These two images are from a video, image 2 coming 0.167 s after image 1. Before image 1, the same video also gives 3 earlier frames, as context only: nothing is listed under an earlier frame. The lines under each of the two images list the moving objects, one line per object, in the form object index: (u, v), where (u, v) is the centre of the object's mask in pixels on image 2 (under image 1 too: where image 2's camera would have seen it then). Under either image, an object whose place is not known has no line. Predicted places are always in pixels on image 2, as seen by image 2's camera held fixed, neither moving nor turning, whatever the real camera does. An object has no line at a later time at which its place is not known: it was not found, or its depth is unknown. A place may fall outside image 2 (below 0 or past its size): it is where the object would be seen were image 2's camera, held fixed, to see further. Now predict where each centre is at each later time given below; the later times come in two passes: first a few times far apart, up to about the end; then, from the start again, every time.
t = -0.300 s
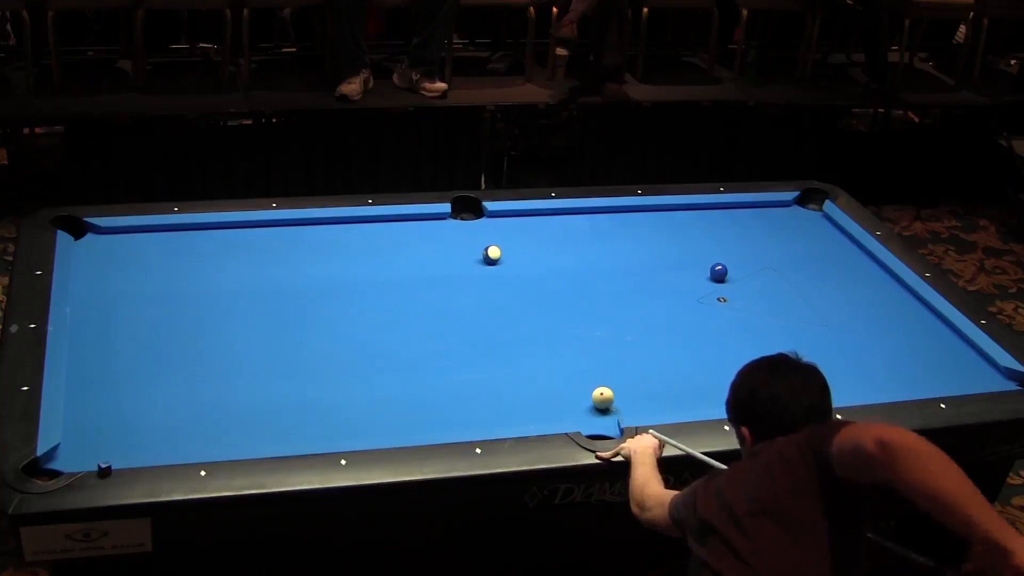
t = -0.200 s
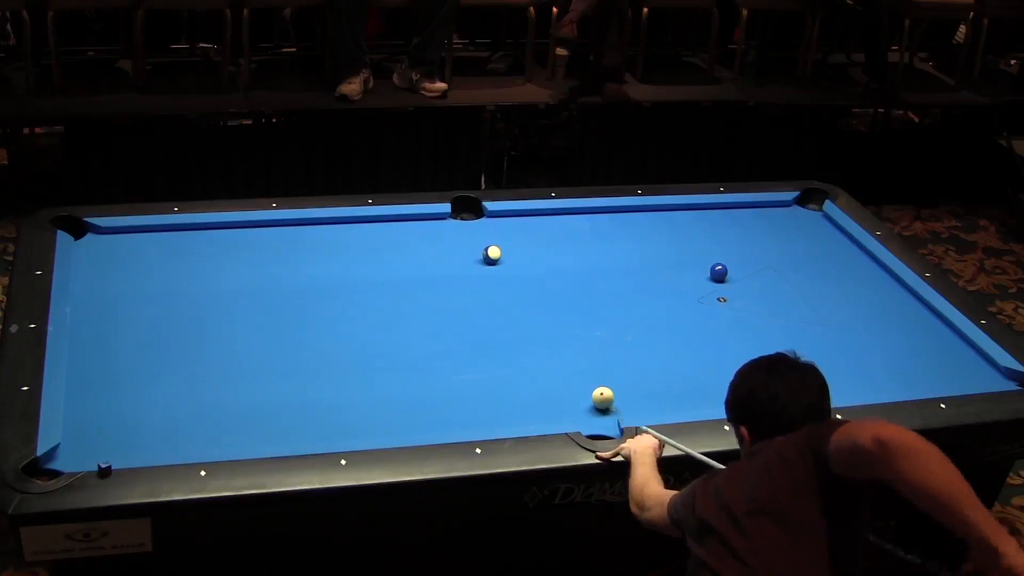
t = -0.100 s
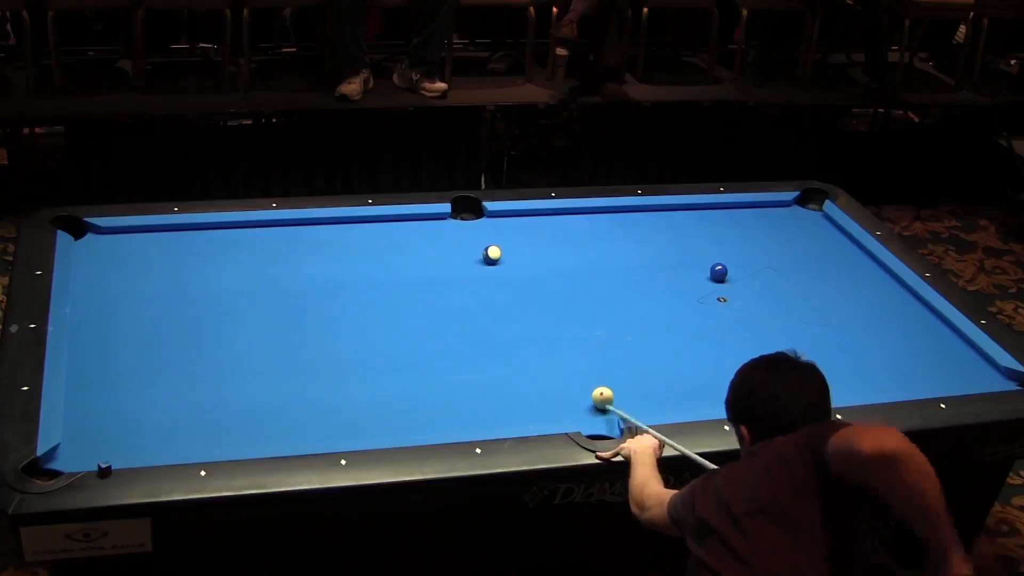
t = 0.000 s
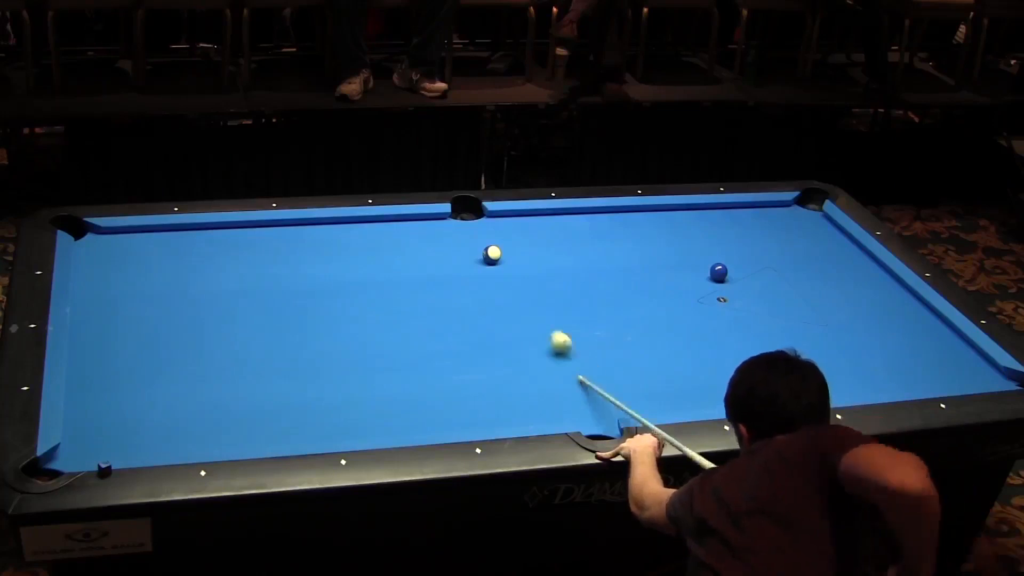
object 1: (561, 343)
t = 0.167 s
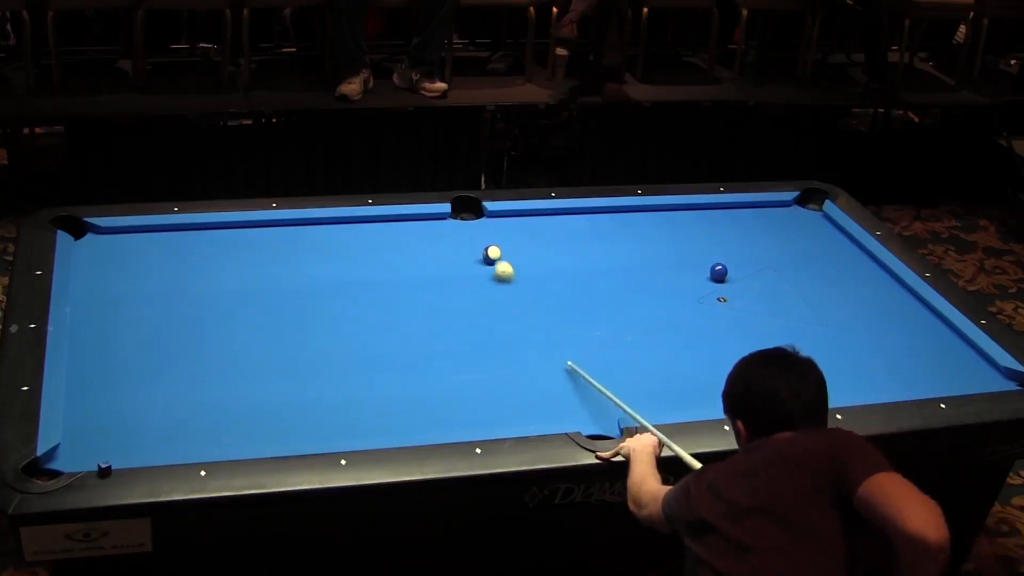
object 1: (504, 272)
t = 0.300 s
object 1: (493, 265)
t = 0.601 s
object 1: (487, 272)
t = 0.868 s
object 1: (483, 278)
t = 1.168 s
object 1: (479, 284)
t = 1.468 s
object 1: (475, 289)
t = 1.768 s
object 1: (472, 292)
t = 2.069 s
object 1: (469, 295)
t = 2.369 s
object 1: (467, 297)
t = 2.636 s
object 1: (465, 298)
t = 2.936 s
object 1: (465, 298)
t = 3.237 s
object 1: (465, 298)
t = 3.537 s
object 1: (465, 297)
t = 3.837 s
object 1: (465, 298)
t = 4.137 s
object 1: (465, 298)
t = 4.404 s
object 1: (465, 298)
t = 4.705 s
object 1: (465, 298)
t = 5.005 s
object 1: (465, 297)
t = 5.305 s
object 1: (465, 297)
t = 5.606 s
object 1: (465, 297)
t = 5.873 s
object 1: (465, 297)
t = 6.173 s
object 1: (465, 297)
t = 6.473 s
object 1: (465, 297)
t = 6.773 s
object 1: (465, 297)
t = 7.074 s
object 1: (465, 297)
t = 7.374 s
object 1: (465, 297)
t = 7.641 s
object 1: (465, 297)
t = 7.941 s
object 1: (465, 297)
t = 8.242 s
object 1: (465, 297)
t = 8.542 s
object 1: (465, 297)
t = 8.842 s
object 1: (465, 297)
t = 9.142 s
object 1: (465, 297)
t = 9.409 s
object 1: (465, 297)
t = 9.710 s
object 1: (465, 297)
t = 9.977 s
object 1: (465, 297)
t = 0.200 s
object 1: (496, 263)
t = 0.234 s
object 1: (494, 263)
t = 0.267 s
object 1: (493, 264)
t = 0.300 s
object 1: (493, 265)
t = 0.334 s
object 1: (492, 266)
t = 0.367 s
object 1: (491, 266)
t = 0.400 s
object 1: (491, 267)
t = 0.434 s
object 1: (490, 268)
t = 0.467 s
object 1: (489, 269)
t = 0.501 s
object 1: (489, 270)
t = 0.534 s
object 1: (488, 271)
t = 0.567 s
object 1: (488, 272)
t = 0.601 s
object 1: (487, 272)
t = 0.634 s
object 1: (487, 273)
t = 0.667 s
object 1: (486, 274)
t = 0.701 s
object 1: (485, 275)
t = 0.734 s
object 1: (485, 275)
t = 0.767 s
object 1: (484, 276)
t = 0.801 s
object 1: (484, 277)
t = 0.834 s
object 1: (483, 277)
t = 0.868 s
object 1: (483, 278)
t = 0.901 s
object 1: (482, 279)
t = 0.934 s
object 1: (482, 279)
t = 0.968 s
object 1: (481, 280)
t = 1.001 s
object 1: (481, 281)
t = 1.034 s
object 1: (480, 281)
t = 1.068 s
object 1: (480, 282)
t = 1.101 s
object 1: (480, 283)
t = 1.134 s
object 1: (479, 283)
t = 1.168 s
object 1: (479, 284)
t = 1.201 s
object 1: (478, 284)
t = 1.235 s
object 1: (478, 285)
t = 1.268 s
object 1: (477, 285)
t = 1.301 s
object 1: (477, 286)
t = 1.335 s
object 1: (477, 287)
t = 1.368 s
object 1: (477, 287)
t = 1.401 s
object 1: (476, 288)
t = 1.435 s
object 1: (476, 288)
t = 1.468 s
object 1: (475, 289)
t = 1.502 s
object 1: (475, 289)
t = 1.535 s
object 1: (475, 290)
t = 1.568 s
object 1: (474, 290)
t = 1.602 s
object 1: (473, 290)
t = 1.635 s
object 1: (473, 291)
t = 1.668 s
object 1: (473, 291)
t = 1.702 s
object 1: (473, 292)
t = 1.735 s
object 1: (472, 292)
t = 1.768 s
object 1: (472, 292)
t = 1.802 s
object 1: (471, 293)
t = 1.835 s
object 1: (471, 293)
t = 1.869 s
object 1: (471, 294)
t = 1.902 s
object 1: (470, 294)
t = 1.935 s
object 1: (470, 294)
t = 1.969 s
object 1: (470, 294)
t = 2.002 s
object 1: (470, 295)
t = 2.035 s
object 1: (469, 295)
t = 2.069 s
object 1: (469, 295)
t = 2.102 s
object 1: (469, 295)
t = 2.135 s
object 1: (469, 296)
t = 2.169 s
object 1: (468, 296)
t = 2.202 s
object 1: (468, 296)
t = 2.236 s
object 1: (468, 296)
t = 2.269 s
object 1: (467, 296)
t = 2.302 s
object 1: (467, 297)
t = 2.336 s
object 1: (467, 297)
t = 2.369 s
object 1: (467, 297)
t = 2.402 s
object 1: (466, 297)
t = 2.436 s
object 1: (466, 297)
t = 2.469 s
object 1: (466, 297)
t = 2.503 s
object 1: (466, 297)
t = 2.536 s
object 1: (466, 297)
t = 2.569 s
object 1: (466, 297)
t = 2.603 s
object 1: (465, 298)
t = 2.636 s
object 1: (465, 298)
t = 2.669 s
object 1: (465, 298)
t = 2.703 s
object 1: (465, 298)
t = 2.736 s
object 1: (465, 298)
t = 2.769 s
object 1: (465, 298)
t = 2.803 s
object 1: (465, 298)
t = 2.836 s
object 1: (465, 298)
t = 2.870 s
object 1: (465, 298)
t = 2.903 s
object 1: (465, 298)
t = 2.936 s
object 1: (465, 298)
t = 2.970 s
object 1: (465, 298)
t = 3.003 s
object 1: (465, 298)
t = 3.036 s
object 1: (465, 298)
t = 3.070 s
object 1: (465, 298)
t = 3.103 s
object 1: (465, 298)
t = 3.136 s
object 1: (465, 298)
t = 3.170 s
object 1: (465, 298)
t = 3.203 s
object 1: (465, 298)
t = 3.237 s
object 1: (465, 298)
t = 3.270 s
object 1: (465, 298)
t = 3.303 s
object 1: (465, 298)
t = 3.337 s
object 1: (465, 298)
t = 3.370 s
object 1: (465, 298)
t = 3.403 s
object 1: (465, 298)
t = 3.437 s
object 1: (465, 298)
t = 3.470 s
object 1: (465, 298)
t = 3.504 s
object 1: (465, 298)
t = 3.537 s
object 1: (465, 297)
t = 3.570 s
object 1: (465, 297)
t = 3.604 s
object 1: (465, 297)
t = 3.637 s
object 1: (465, 297)
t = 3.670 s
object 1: (465, 298)
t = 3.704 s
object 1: (465, 297)
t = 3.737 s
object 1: (465, 298)
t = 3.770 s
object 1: (465, 298)
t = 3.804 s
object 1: (465, 298)
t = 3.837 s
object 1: (465, 298)
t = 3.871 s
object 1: (465, 298)
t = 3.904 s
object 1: (465, 298)
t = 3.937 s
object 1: (465, 298)
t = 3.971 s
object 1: (465, 298)
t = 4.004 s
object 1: (465, 298)
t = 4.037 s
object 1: (465, 298)
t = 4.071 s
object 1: (465, 298)
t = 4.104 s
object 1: (465, 298)
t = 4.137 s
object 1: (465, 298)
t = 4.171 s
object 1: (465, 298)
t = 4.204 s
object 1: (465, 298)
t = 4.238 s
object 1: (465, 298)
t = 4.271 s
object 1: (465, 298)
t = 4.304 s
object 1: (465, 298)
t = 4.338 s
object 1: (465, 298)
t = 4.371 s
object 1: (465, 298)
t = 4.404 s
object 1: (465, 298)
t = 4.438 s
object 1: (465, 298)
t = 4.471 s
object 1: (465, 298)
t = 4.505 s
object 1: (465, 298)
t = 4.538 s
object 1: (465, 298)
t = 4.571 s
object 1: (465, 298)
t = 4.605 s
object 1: (465, 298)
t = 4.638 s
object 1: (465, 298)
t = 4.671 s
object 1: (465, 298)
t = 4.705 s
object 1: (465, 298)
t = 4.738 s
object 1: (465, 298)
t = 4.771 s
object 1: (465, 298)
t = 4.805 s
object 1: (465, 298)
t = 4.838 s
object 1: (465, 298)
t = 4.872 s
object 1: (465, 297)
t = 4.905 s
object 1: (465, 297)
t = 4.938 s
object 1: (465, 297)
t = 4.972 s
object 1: (465, 297)
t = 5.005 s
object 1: (465, 297)
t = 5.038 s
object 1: (465, 297)
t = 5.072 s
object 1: (465, 297)
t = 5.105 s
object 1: (465, 297)
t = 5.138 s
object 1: (465, 297)
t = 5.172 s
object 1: (465, 297)
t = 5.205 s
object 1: (465, 297)
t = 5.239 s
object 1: (465, 297)
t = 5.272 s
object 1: (465, 297)
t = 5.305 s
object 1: (465, 297)
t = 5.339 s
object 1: (465, 297)
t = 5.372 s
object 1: (465, 297)
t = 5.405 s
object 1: (465, 297)
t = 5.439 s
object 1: (465, 297)
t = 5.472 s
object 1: (465, 297)
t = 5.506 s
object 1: (465, 297)
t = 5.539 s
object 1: (465, 297)
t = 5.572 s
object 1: (465, 297)
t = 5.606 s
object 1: (465, 297)
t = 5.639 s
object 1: (465, 297)
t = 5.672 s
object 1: (465, 297)
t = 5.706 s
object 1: (465, 297)
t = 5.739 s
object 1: (465, 297)
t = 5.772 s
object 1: (465, 297)
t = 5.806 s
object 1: (465, 297)
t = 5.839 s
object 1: (465, 297)
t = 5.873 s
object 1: (465, 297)
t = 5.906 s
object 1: (465, 297)
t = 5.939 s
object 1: (465, 297)
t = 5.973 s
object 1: (465, 297)
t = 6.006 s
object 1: (465, 297)
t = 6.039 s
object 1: (465, 297)
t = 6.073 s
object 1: (465, 297)
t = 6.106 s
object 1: (465, 297)
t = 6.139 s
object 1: (465, 297)
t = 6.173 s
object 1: (465, 297)
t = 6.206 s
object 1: (465, 297)
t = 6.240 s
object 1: (465, 297)
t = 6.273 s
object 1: (465, 297)
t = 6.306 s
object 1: (465, 297)
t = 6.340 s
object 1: (465, 297)
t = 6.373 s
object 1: (465, 297)
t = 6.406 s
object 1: (465, 297)
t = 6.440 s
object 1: (465, 297)
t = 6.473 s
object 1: (465, 297)
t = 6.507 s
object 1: (465, 297)
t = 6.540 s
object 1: (465, 297)
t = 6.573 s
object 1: (465, 297)
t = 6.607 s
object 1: (465, 297)
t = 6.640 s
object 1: (465, 297)
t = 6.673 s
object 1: (465, 297)
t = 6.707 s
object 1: (465, 297)
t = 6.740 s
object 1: (465, 297)
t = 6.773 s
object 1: (465, 297)
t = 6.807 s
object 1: (465, 297)
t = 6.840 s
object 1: (465, 297)
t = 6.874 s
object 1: (465, 297)
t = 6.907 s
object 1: (465, 297)
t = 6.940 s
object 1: (465, 297)
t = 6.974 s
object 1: (465, 297)
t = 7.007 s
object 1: (465, 297)
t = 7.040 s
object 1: (465, 297)
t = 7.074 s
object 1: (465, 297)
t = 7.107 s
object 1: (465, 297)
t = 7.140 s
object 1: (465, 297)
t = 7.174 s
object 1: (465, 297)
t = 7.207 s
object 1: (465, 297)
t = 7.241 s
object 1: (465, 297)
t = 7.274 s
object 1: (465, 297)
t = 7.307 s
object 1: (465, 297)
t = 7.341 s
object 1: (465, 297)
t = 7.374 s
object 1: (465, 297)
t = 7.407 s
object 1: (465, 297)
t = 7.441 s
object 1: (465, 297)
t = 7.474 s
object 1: (465, 297)
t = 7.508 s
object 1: (465, 297)
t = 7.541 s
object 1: (465, 297)
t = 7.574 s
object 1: (465, 297)
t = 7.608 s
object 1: (465, 297)
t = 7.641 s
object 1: (465, 297)
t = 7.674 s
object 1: (465, 297)
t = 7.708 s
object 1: (465, 297)
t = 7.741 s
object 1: (465, 297)
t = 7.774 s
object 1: (465, 297)
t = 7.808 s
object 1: (465, 297)
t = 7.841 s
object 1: (465, 297)
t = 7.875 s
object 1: (465, 297)
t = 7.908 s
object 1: (465, 297)
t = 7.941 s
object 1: (465, 297)
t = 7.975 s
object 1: (465, 297)
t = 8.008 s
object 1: (465, 297)
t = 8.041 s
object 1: (465, 297)
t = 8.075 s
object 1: (465, 297)
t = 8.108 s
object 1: (465, 297)
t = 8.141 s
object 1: (465, 297)
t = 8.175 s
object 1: (465, 297)
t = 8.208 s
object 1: (465, 297)
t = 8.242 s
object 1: (465, 297)
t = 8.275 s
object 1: (465, 297)
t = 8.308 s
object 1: (465, 297)
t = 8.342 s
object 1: (465, 297)
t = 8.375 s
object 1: (465, 297)
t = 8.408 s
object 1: (465, 297)
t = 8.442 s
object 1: (465, 297)
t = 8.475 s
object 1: (465, 297)
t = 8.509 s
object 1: (465, 297)
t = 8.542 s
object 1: (465, 297)
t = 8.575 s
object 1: (465, 297)
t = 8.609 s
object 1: (465, 297)
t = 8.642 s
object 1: (465, 297)
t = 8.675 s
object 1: (465, 297)
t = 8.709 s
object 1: (465, 297)
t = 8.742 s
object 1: (465, 297)
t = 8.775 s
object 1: (465, 297)
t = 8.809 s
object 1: (465, 297)
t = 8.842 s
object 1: (465, 297)
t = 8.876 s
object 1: (465, 297)
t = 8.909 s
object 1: (465, 297)
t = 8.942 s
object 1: (465, 297)
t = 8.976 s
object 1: (465, 297)
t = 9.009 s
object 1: (465, 297)
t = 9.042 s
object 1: (465, 297)
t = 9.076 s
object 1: (465, 297)
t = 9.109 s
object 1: (465, 297)
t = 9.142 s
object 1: (465, 297)
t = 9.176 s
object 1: (465, 297)
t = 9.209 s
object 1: (465, 297)
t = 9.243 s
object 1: (465, 297)
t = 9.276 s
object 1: (465, 297)
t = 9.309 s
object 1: (465, 297)
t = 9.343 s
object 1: (465, 297)
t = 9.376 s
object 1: (465, 297)
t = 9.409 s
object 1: (465, 297)
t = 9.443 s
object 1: (465, 297)
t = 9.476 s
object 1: (465, 297)
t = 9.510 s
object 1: (465, 297)
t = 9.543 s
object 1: (465, 297)
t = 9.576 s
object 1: (465, 297)
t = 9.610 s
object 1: (465, 297)
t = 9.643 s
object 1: (465, 297)
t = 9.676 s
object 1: (465, 297)
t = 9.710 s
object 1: (465, 297)
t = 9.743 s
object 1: (465, 297)
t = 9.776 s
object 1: (465, 297)
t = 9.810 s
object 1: (465, 297)
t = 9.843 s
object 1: (465, 297)
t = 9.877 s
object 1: (465, 297)
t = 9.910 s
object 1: (465, 297)
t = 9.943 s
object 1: (465, 297)
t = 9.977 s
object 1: (465, 297)
